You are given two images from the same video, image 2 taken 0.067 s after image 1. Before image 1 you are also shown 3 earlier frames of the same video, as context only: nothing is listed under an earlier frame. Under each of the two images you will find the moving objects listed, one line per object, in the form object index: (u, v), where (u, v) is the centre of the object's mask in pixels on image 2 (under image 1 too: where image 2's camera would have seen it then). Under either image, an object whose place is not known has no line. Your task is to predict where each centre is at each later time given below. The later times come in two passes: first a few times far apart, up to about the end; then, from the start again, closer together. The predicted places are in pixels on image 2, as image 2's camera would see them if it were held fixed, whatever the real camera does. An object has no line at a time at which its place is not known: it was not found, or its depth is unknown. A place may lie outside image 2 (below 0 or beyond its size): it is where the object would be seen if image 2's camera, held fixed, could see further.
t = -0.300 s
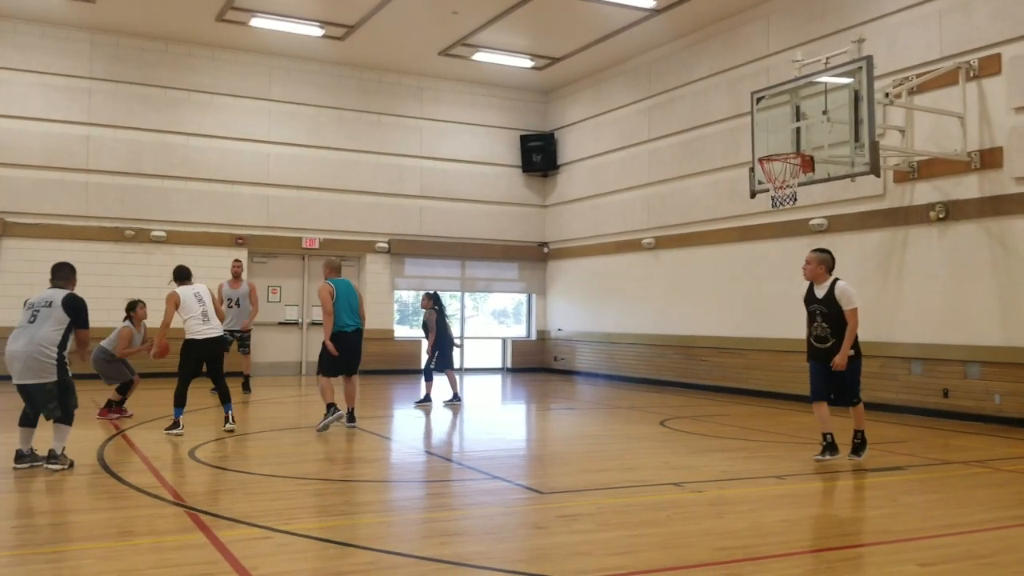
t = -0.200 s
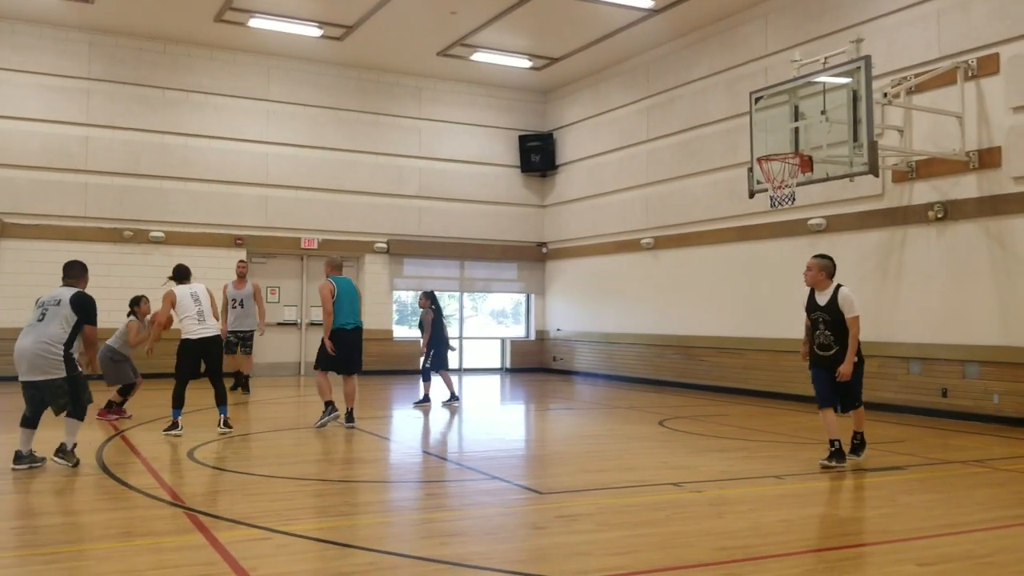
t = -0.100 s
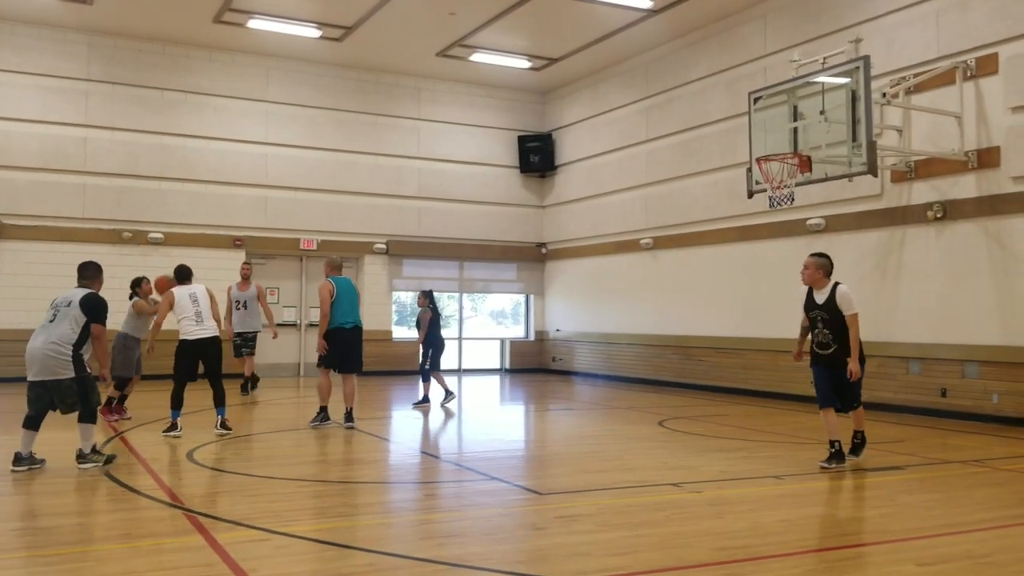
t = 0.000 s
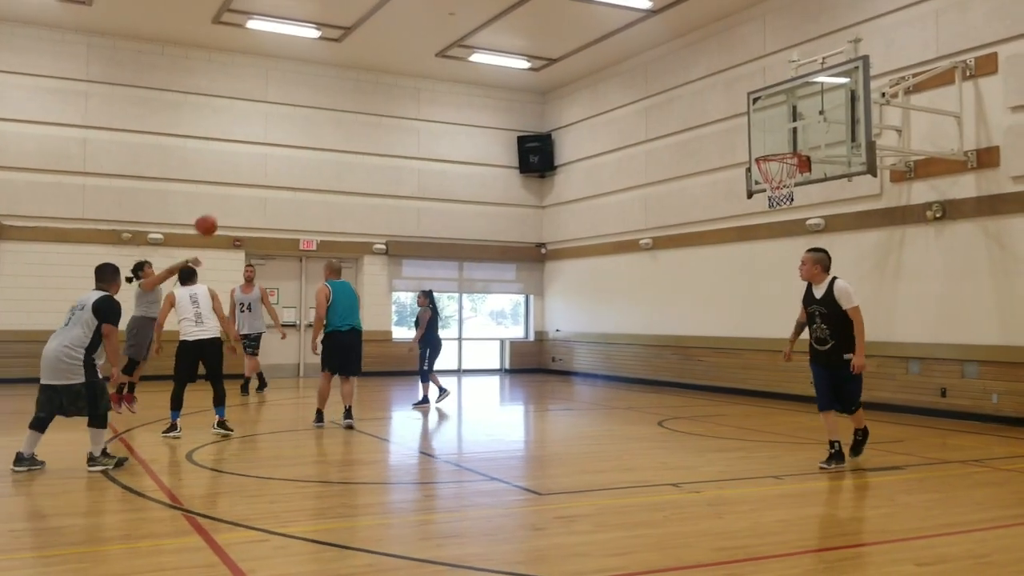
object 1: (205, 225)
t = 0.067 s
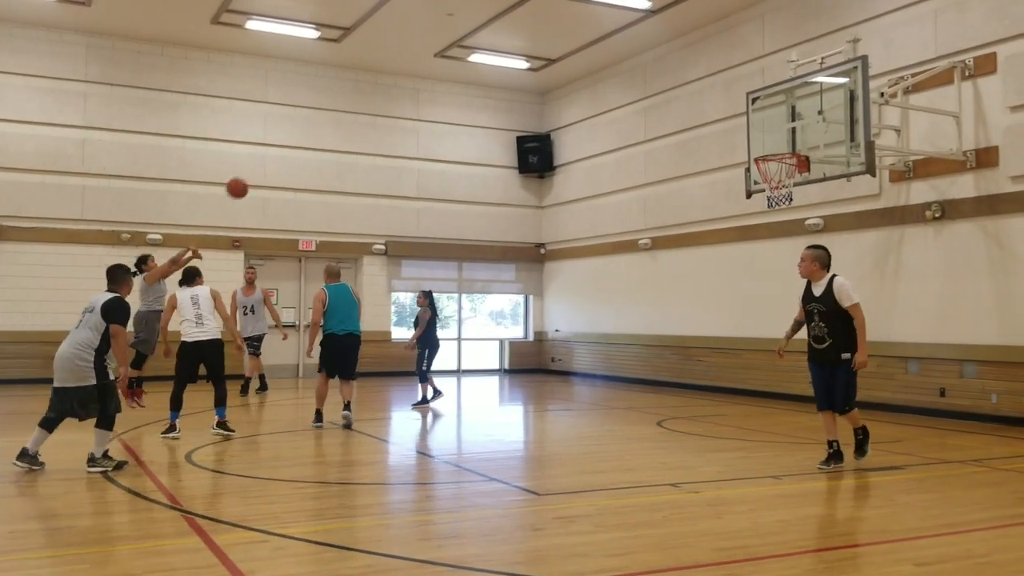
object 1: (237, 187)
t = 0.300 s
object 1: (347, 87)
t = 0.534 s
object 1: (455, 33)
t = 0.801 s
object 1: (576, 29)
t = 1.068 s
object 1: (697, 87)
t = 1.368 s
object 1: (797, 137)
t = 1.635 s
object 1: (764, 114)
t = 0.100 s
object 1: (253, 170)
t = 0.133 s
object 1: (269, 154)
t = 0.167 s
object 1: (284, 139)
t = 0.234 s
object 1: (315, 111)
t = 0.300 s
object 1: (347, 87)
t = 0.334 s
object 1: (363, 76)
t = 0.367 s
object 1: (378, 66)
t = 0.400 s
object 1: (393, 58)
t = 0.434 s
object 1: (409, 50)
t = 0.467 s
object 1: (424, 43)
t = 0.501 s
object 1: (439, 38)
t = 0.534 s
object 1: (455, 33)
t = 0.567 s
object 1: (470, 29)
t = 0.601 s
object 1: (485, 26)
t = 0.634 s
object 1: (501, 25)
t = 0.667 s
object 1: (516, 23)
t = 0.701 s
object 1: (531, 23)
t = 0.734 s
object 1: (546, 24)
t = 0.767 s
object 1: (561, 26)
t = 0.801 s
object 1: (576, 29)
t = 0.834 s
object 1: (591, 33)
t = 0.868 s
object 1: (606, 38)
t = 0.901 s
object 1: (621, 44)
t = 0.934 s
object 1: (636, 50)
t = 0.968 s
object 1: (652, 58)
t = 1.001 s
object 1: (666, 67)
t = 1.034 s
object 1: (682, 76)
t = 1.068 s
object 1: (697, 87)
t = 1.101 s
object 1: (712, 99)
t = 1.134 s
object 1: (728, 111)
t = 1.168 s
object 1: (743, 125)
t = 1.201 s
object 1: (759, 140)
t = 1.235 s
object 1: (770, 147)
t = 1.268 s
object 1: (778, 145)
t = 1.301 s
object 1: (787, 144)
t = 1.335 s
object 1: (794, 143)
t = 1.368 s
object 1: (797, 137)
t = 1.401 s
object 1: (796, 132)
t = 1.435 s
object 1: (791, 126)
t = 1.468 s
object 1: (787, 122)
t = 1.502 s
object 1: (782, 118)
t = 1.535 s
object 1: (778, 117)
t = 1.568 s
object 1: (773, 115)
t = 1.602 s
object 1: (769, 114)
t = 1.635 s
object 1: (764, 114)
